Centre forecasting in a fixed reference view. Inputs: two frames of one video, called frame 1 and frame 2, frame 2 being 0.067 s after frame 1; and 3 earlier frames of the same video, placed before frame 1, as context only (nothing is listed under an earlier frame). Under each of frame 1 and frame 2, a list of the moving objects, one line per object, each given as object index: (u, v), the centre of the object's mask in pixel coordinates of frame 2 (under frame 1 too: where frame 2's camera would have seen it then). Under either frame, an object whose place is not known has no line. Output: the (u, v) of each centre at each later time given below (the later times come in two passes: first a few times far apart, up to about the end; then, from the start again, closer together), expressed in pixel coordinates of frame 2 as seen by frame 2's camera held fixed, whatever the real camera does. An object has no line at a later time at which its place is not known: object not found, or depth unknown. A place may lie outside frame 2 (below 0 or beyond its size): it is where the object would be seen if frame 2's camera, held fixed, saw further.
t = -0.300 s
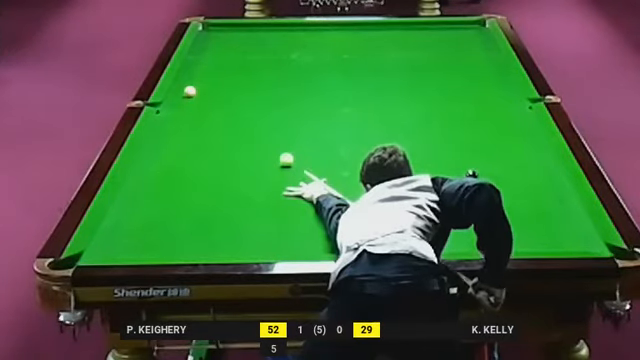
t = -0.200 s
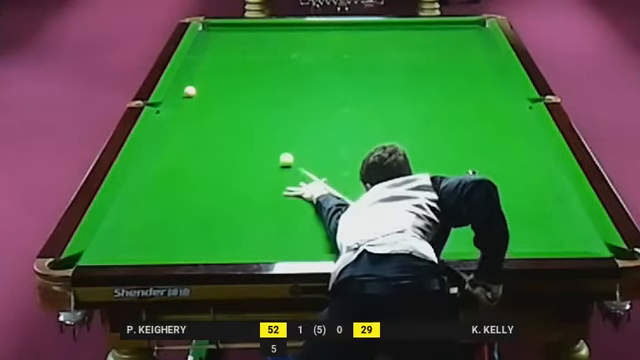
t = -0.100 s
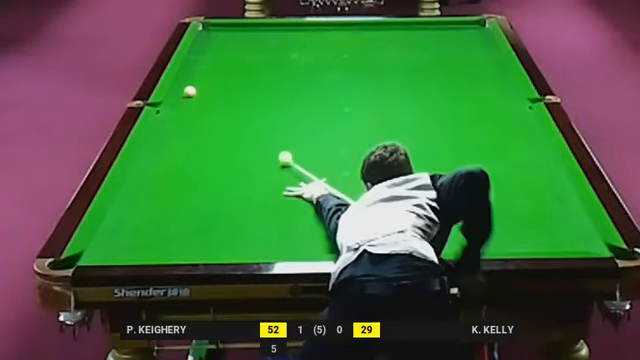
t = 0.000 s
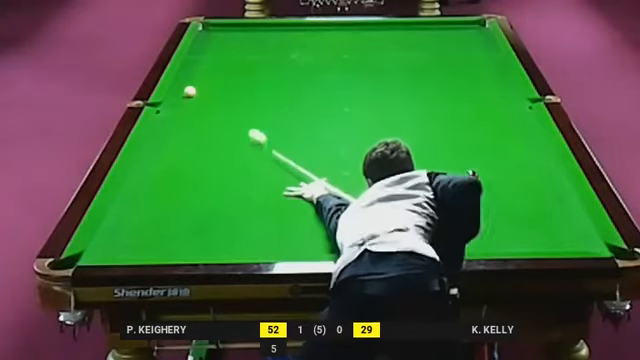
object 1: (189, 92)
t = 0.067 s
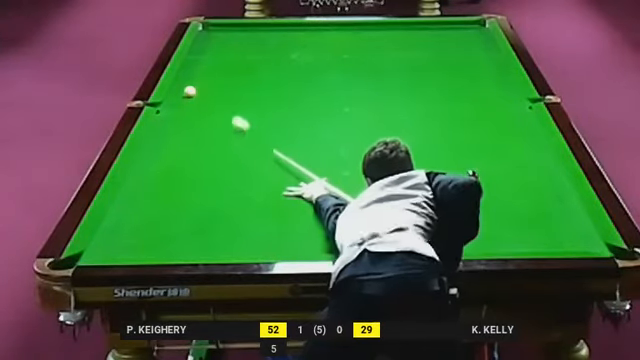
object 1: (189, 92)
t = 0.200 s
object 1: (189, 91)
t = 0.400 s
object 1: (192, 87)
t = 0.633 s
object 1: (242, 82)
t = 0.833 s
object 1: (283, 78)
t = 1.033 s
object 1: (321, 73)
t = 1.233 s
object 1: (358, 69)
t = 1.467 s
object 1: (399, 65)
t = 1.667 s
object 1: (432, 61)
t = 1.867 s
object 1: (463, 58)
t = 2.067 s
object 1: (494, 54)
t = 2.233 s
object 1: (484, 51)
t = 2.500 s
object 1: (456, 50)
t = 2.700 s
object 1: (439, 49)
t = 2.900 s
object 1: (421, 47)
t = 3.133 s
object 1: (402, 45)
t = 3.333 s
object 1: (387, 44)
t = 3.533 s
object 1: (373, 43)
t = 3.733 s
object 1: (360, 42)
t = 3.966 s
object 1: (345, 40)
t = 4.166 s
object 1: (334, 39)
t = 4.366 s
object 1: (323, 38)
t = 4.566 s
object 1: (313, 38)
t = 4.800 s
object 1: (303, 37)
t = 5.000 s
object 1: (294, 36)
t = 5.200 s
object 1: (287, 35)
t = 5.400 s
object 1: (281, 35)
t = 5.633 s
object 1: (274, 34)
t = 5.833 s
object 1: (269, 34)
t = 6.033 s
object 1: (264, 34)
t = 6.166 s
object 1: (261, 33)
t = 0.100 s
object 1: (189, 92)
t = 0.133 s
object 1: (189, 92)
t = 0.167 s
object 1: (189, 91)
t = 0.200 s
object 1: (189, 91)
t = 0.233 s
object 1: (189, 91)
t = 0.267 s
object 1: (188, 91)
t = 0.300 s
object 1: (179, 90)
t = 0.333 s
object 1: (175, 89)
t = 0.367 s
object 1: (183, 88)
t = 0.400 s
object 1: (192, 87)
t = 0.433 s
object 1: (199, 86)
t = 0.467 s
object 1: (207, 86)
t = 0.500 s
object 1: (214, 85)
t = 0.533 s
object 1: (221, 84)
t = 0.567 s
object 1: (228, 83)
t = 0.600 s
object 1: (235, 83)
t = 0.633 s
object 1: (242, 82)
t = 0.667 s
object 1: (249, 81)
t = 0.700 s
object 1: (256, 80)
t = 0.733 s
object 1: (262, 80)
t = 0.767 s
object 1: (270, 79)
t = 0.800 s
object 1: (276, 78)
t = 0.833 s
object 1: (283, 78)
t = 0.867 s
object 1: (289, 77)
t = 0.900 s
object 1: (296, 76)
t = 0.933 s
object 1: (302, 75)
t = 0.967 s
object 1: (309, 75)
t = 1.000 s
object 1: (315, 74)
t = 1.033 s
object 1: (321, 73)
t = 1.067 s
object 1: (327, 72)
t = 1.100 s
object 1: (334, 72)
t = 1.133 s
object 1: (340, 71)
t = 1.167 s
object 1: (346, 71)
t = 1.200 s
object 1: (352, 70)
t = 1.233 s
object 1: (358, 69)
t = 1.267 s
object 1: (364, 69)
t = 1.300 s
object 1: (370, 68)
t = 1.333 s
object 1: (376, 68)
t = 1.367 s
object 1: (382, 67)
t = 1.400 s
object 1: (387, 66)
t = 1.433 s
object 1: (393, 66)
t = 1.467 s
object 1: (399, 65)
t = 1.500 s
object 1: (404, 64)
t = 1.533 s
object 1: (409, 64)
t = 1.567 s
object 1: (415, 63)
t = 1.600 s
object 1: (421, 63)
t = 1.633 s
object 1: (426, 62)
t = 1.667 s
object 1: (432, 61)
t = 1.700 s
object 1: (437, 61)
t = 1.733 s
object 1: (443, 60)
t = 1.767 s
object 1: (447, 59)
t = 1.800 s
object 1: (453, 59)
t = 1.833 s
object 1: (458, 58)
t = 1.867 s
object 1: (463, 58)
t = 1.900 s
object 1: (469, 57)
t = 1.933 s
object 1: (473, 56)
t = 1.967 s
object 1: (479, 56)
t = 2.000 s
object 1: (484, 55)
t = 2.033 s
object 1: (488, 55)
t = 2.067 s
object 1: (494, 54)
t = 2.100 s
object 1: (497, 54)
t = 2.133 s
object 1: (493, 54)
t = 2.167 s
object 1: (489, 53)
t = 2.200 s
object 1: (486, 53)
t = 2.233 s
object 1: (484, 51)
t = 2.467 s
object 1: (457, 50)
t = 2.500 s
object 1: (456, 50)
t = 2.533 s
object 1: (453, 50)
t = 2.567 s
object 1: (450, 50)
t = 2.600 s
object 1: (447, 49)
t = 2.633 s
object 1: (444, 49)
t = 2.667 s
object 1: (441, 49)
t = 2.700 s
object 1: (439, 49)
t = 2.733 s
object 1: (435, 48)
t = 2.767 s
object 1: (432, 48)
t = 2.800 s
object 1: (430, 48)
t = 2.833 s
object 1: (426, 47)
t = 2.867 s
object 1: (424, 47)
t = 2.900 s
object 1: (421, 47)
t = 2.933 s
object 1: (418, 47)
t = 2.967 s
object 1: (416, 46)
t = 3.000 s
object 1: (413, 46)
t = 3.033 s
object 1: (410, 46)
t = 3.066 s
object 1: (407, 46)
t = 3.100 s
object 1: (404, 46)
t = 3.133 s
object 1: (402, 45)
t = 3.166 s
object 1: (400, 45)
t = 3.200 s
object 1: (397, 45)
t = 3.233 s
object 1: (394, 45)
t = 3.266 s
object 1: (392, 44)
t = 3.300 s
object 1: (389, 44)
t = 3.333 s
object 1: (387, 44)
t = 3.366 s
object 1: (385, 44)
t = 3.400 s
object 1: (382, 44)
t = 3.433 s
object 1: (380, 43)
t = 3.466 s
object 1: (378, 43)
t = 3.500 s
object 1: (375, 43)
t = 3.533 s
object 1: (373, 43)
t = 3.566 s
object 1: (371, 43)
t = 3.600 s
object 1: (369, 42)
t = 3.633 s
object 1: (366, 42)
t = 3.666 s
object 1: (364, 42)
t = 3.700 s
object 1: (362, 42)
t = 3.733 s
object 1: (360, 42)
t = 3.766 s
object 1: (357, 42)
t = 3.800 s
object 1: (356, 41)
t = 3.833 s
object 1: (354, 41)
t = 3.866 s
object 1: (351, 41)
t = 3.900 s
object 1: (349, 41)
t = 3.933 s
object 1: (347, 41)
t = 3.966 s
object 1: (345, 40)
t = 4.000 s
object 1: (343, 40)
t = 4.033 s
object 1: (341, 40)
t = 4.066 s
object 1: (339, 40)
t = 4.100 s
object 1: (337, 40)
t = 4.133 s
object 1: (336, 40)
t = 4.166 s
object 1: (334, 39)
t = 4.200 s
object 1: (332, 39)
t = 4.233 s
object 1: (330, 39)
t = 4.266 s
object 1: (328, 39)
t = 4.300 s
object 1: (327, 39)
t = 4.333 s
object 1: (325, 39)
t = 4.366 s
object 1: (323, 38)
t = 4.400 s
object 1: (321, 39)
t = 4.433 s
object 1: (320, 39)
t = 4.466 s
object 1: (318, 38)
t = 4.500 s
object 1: (316, 38)
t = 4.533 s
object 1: (315, 38)
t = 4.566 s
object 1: (313, 38)
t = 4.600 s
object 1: (312, 38)
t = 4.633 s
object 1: (310, 38)
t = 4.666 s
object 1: (308, 37)
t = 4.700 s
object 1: (307, 37)
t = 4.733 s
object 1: (306, 37)
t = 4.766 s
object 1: (304, 37)
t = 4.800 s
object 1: (303, 37)
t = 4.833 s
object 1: (301, 37)
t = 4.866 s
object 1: (300, 37)
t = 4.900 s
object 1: (299, 36)
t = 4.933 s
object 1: (297, 36)
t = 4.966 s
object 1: (296, 36)
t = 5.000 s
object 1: (294, 36)
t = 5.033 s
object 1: (293, 36)
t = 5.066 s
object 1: (292, 36)
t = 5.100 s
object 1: (291, 36)
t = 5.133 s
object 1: (289, 36)
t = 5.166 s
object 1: (288, 35)
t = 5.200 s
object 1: (287, 35)
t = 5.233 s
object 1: (286, 35)
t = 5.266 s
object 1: (285, 35)
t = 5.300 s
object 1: (284, 35)
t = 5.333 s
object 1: (282, 35)
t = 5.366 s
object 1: (282, 35)
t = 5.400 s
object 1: (281, 35)
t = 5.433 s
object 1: (280, 35)
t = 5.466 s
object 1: (278, 35)
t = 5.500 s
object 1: (277, 34)
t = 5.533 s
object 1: (276, 34)
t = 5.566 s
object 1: (275, 34)
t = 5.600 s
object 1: (275, 34)
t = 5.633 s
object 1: (274, 34)
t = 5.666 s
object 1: (273, 34)
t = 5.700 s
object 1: (272, 34)
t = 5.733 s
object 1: (271, 34)
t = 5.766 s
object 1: (271, 34)
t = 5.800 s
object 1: (269, 34)
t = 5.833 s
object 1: (269, 34)
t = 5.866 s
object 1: (268, 34)
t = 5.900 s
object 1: (267, 34)
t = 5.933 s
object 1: (266, 34)
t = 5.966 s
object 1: (265, 34)
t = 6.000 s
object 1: (265, 34)
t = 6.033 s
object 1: (264, 34)
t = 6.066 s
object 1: (263, 34)
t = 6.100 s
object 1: (263, 34)
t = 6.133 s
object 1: (262, 34)
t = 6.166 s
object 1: (261, 33)
